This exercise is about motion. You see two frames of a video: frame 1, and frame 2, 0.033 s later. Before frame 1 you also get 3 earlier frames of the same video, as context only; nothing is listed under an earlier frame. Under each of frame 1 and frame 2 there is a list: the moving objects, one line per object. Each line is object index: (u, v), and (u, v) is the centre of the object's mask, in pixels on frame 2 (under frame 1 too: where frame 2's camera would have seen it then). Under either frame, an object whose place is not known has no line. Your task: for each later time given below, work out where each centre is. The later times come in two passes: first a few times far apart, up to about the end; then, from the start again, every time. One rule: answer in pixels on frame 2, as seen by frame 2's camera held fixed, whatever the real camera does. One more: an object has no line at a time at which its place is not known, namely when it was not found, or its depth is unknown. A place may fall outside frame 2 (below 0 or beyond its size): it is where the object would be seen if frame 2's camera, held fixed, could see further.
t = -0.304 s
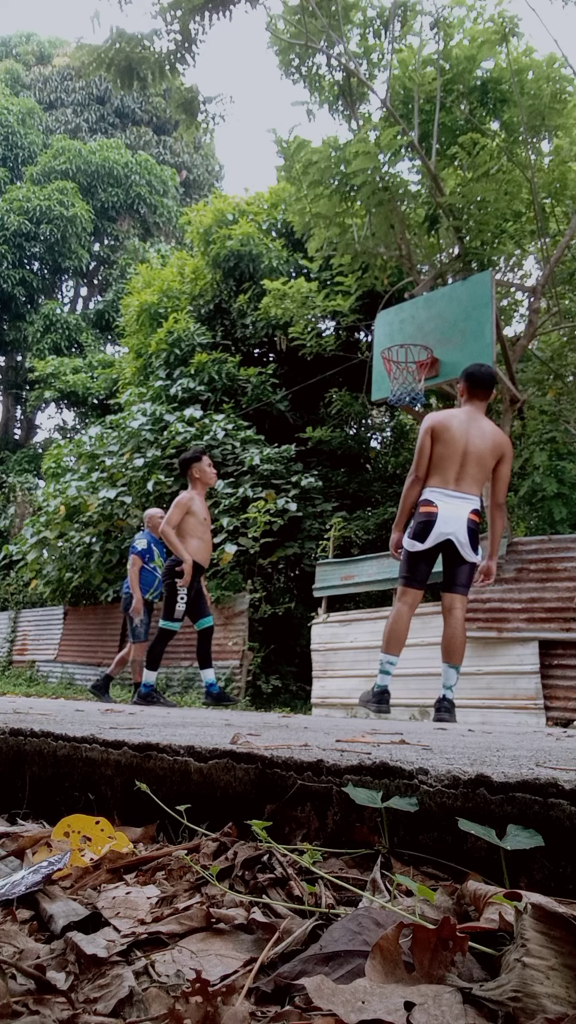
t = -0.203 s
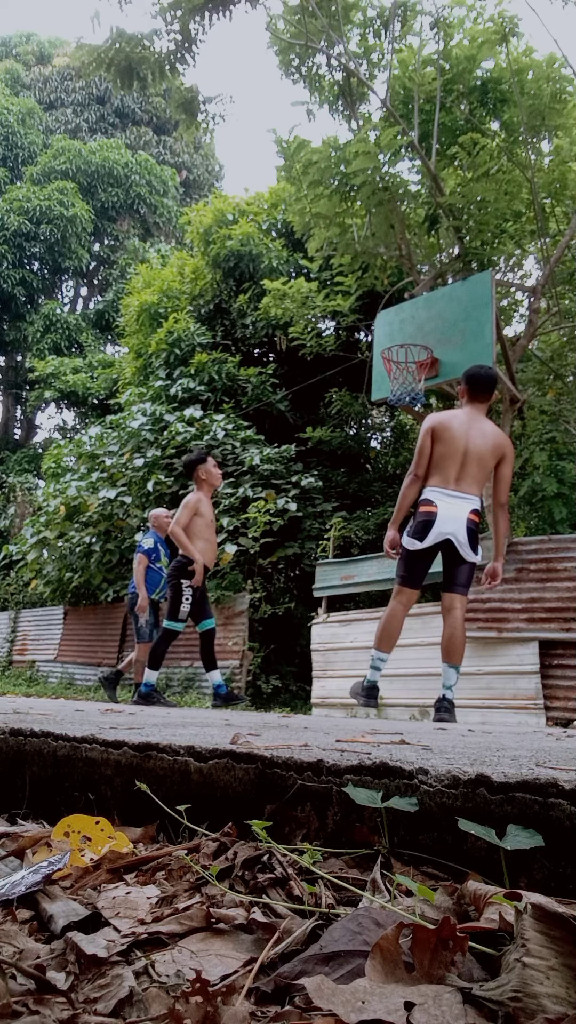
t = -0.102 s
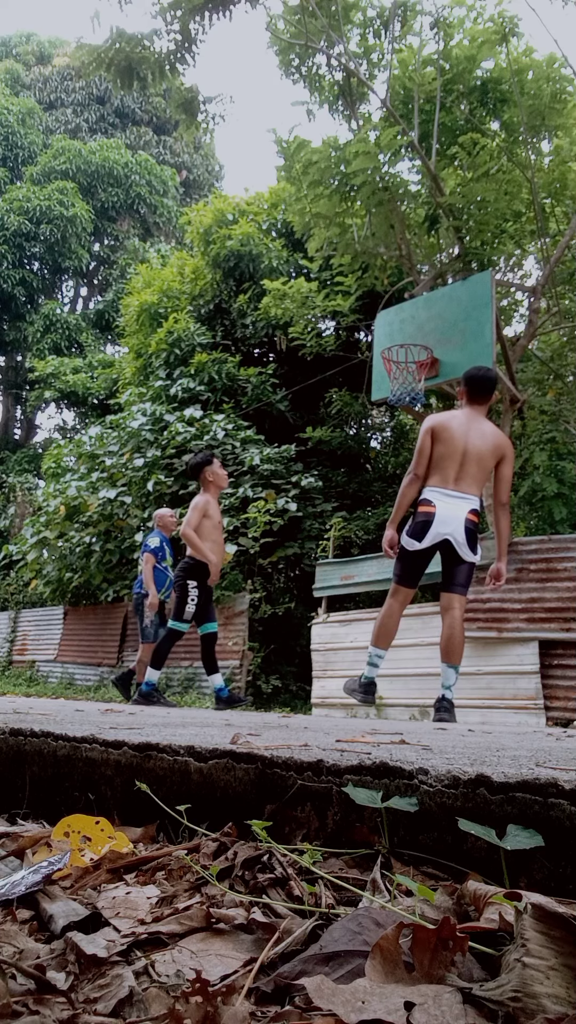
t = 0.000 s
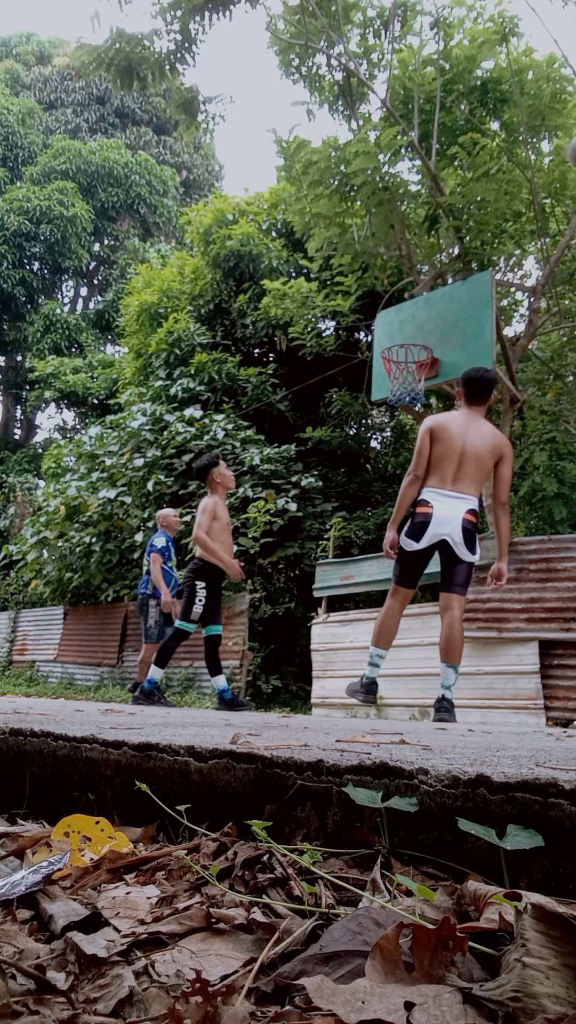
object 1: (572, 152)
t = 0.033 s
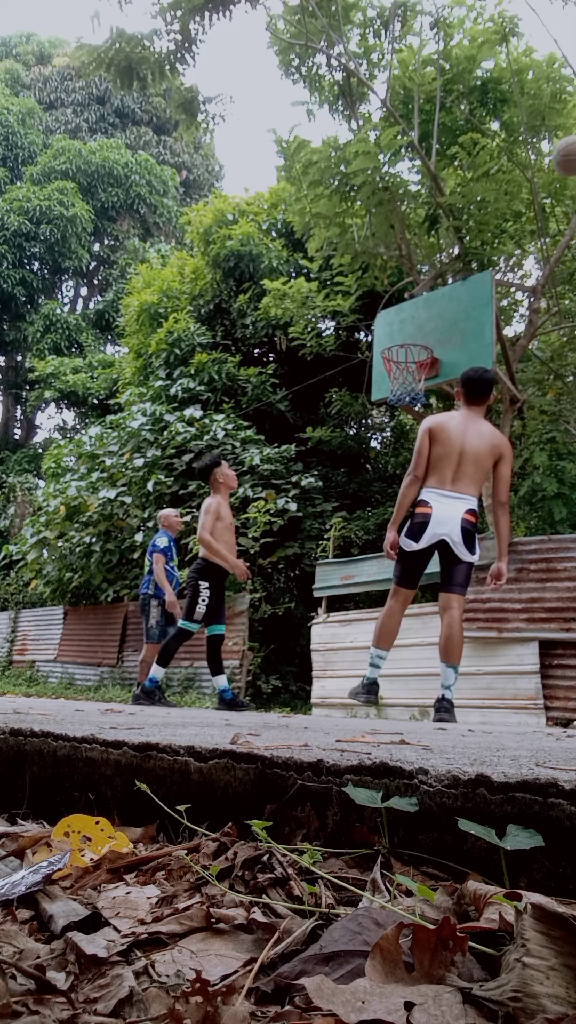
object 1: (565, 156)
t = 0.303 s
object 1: (461, 238)
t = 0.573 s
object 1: (372, 364)
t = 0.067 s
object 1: (557, 162)
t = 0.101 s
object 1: (541, 170)
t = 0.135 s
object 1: (526, 179)
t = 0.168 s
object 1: (512, 188)
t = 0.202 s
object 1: (499, 200)
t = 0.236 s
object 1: (486, 211)
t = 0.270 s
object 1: (473, 224)
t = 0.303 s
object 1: (461, 238)
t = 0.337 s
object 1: (449, 254)
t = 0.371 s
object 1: (437, 269)
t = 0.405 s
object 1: (426, 285)
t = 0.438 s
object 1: (416, 301)
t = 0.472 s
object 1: (405, 320)
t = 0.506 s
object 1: (395, 338)
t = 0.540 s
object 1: (378, 352)
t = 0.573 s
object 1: (372, 364)
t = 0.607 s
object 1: (364, 374)
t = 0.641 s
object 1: (355, 385)
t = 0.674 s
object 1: (346, 397)
